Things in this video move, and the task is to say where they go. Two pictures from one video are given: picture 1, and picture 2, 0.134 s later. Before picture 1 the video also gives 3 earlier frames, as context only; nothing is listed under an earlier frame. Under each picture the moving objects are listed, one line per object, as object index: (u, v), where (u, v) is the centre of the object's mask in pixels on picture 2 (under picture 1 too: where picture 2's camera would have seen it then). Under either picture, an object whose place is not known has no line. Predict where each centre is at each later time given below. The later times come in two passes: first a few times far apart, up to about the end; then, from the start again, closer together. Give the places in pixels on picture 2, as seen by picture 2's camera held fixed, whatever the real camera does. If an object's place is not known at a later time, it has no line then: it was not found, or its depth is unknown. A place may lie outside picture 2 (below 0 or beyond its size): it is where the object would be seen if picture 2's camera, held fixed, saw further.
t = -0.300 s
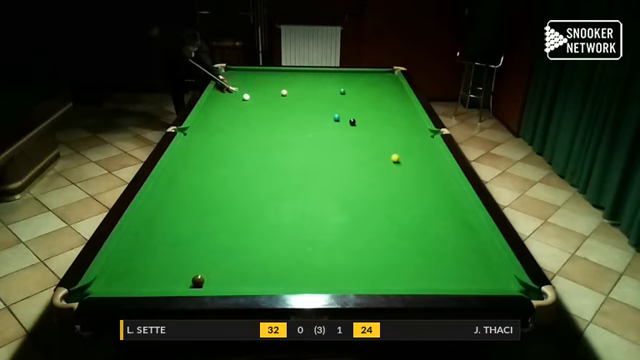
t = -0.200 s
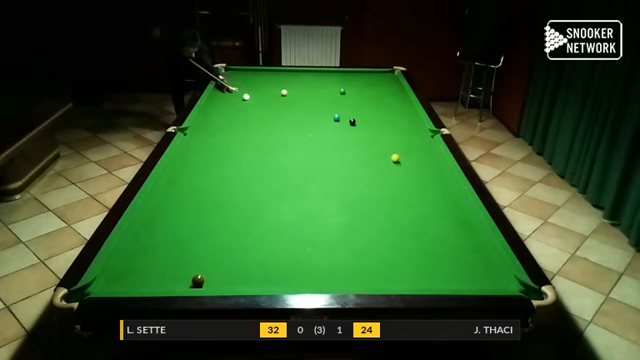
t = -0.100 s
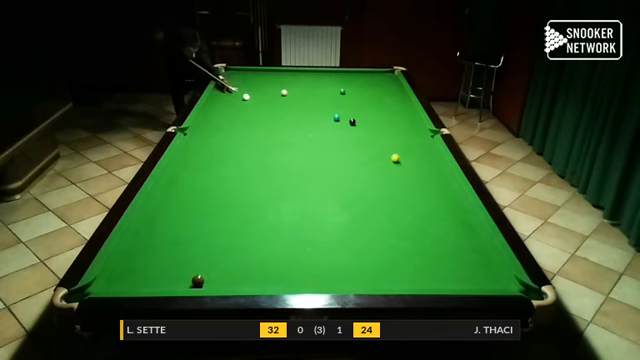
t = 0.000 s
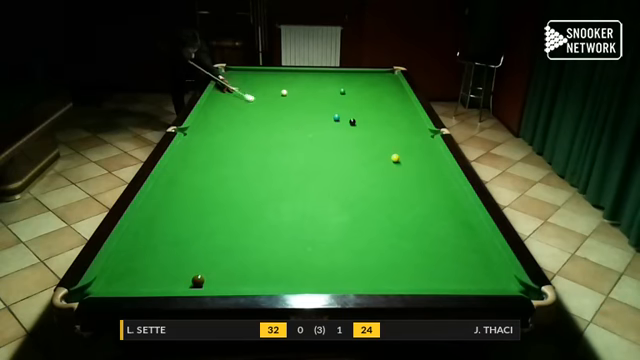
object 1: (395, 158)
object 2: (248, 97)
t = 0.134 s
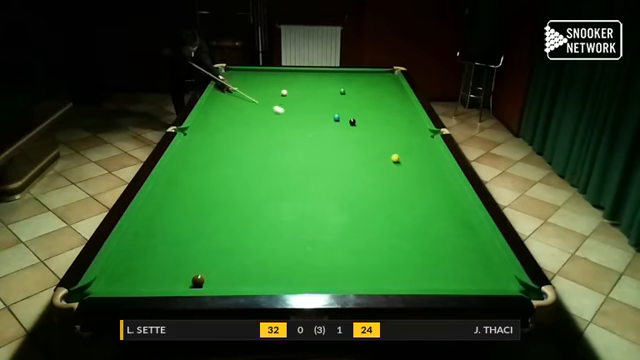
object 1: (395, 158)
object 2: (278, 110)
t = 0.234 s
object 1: (395, 158)
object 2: (300, 119)
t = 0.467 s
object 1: (395, 158)
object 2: (352, 139)
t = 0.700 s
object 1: (398, 163)
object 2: (402, 154)
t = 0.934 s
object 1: (411, 182)
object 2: (439, 157)
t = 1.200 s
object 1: (426, 204)
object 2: (409, 157)
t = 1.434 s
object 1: (441, 226)
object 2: (386, 158)
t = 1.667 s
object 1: (458, 251)
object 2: (364, 158)
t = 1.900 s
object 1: (477, 280)
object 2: (342, 159)
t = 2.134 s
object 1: (475, 266)
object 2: (321, 159)
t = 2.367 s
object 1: (470, 249)
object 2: (301, 159)
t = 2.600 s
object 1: (465, 233)
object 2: (281, 159)
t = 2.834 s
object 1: (462, 220)
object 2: (262, 160)
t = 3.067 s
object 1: (459, 208)
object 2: (244, 160)
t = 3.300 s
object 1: (456, 198)
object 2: (226, 160)
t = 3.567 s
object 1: (453, 188)
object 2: (207, 160)
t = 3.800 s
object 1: (451, 180)
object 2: (191, 160)
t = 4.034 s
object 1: (449, 173)
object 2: (176, 160)
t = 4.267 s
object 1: (445, 167)
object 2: (180, 160)
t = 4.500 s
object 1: (441, 162)
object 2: (189, 161)
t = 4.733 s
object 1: (437, 157)
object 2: (197, 161)
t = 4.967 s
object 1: (434, 153)
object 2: (203, 161)
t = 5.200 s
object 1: (431, 149)
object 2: (209, 161)
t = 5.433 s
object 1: (428, 146)
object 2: (214, 161)
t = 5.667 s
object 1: (425, 143)
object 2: (218, 161)
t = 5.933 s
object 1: (423, 140)
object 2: (222, 161)
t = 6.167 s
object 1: (421, 138)
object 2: (224, 161)
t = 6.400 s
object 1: (419, 136)
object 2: (225, 161)
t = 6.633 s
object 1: (417, 135)
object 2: (225, 162)
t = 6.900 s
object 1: (416, 133)
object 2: (225, 162)
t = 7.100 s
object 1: (415, 132)
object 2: (225, 161)
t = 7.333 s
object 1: (415, 132)
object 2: (225, 161)
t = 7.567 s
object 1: (414, 131)
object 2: (225, 162)
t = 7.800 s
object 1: (414, 131)
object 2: (225, 162)
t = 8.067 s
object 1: (414, 131)
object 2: (225, 162)
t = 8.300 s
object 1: (414, 131)
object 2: (225, 162)
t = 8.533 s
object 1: (414, 131)
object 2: (225, 162)
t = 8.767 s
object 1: (414, 131)
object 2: (225, 162)
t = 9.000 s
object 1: (414, 131)
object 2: (225, 162)
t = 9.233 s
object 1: (414, 131)
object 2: (225, 162)
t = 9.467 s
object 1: (414, 131)
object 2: (225, 162)
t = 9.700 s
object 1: (414, 131)
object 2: (225, 162)
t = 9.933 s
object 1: (414, 131)
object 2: (225, 162)
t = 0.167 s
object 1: (395, 158)
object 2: (285, 113)
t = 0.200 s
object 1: (395, 158)
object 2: (293, 116)
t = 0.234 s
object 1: (395, 158)
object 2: (300, 119)
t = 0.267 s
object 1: (395, 158)
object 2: (308, 121)
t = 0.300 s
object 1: (395, 158)
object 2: (315, 124)
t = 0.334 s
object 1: (395, 158)
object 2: (323, 127)
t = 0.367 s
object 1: (395, 158)
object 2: (330, 130)
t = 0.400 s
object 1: (395, 158)
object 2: (338, 133)
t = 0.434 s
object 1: (395, 158)
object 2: (345, 136)
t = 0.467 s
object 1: (395, 158)
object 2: (352, 139)
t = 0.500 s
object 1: (395, 158)
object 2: (360, 142)
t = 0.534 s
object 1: (395, 158)
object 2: (367, 144)
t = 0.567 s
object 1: (395, 158)
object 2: (374, 147)
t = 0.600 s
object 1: (395, 158)
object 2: (381, 150)
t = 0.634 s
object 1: (396, 159)
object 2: (389, 153)
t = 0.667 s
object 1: (397, 161)
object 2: (395, 154)
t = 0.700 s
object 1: (398, 163)
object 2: (402, 154)
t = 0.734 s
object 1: (400, 166)
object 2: (407, 155)
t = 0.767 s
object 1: (402, 169)
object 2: (413, 155)
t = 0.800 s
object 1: (404, 172)
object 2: (419, 155)
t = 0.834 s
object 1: (406, 175)
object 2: (425, 156)
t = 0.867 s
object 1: (408, 177)
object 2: (432, 156)
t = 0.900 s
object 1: (409, 179)
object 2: (438, 157)
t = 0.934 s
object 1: (411, 182)
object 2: (439, 157)
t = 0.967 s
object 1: (413, 185)
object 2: (434, 157)
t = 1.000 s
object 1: (415, 187)
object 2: (429, 157)
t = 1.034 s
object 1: (416, 190)
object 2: (425, 157)
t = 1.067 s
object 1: (418, 192)
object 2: (422, 157)
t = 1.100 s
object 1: (420, 195)
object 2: (418, 157)
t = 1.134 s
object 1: (422, 198)
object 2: (415, 157)
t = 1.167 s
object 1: (424, 201)
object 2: (412, 157)
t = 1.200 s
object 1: (426, 204)
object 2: (409, 157)
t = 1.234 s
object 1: (428, 207)
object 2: (405, 157)
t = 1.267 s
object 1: (430, 210)
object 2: (402, 157)
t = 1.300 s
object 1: (432, 213)
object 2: (398, 158)
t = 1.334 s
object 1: (434, 216)
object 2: (395, 157)
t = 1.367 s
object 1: (436, 219)
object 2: (392, 157)
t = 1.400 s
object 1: (439, 222)
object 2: (389, 158)
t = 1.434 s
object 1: (441, 226)
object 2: (386, 158)
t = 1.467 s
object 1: (443, 229)
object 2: (382, 158)
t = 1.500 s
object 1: (445, 233)
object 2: (379, 158)
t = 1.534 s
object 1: (448, 236)
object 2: (376, 158)
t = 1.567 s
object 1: (450, 240)
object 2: (373, 158)
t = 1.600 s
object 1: (453, 243)
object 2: (370, 158)
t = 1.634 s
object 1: (455, 247)
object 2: (367, 158)
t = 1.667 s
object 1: (458, 251)
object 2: (364, 158)
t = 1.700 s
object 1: (460, 255)
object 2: (361, 158)
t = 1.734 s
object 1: (463, 259)
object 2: (357, 158)
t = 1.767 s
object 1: (466, 263)
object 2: (354, 158)
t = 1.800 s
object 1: (468, 267)
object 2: (351, 158)
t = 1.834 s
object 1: (471, 271)
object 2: (348, 158)
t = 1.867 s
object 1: (474, 275)
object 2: (345, 159)
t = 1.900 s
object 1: (477, 280)
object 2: (342, 159)
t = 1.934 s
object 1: (480, 283)
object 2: (339, 159)
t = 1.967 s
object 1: (480, 281)
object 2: (336, 159)
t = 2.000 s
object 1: (479, 278)
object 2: (333, 159)
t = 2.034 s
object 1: (478, 275)
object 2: (330, 159)
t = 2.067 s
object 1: (477, 272)
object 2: (327, 159)
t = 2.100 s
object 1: (476, 269)
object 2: (324, 159)
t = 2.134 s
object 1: (475, 266)
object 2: (321, 159)
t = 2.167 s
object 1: (474, 264)
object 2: (319, 159)
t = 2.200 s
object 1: (474, 261)
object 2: (315, 159)
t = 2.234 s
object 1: (473, 258)
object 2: (312, 159)
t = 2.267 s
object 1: (472, 256)
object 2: (310, 159)
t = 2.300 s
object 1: (472, 253)
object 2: (307, 159)
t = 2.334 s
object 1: (471, 251)
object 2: (304, 159)
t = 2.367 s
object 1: (470, 249)
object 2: (301, 159)
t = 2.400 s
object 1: (470, 246)
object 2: (298, 159)
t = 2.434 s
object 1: (469, 244)
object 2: (295, 159)
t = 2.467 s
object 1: (468, 241)
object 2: (292, 159)
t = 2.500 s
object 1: (468, 240)
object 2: (290, 159)
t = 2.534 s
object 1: (467, 237)
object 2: (287, 159)
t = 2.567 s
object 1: (466, 235)
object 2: (284, 160)
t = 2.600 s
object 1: (465, 233)
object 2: (281, 159)
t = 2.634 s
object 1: (465, 231)
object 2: (278, 160)
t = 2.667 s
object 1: (465, 229)
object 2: (276, 160)
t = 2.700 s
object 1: (464, 227)
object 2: (273, 160)
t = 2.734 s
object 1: (464, 225)
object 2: (270, 160)
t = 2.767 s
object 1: (463, 223)
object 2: (268, 160)
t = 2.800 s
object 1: (463, 221)
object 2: (265, 160)
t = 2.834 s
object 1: (462, 220)
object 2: (262, 160)
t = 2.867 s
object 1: (462, 218)
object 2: (260, 160)
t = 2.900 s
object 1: (461, 216)
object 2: (257, 160)
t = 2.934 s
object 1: (461, 214)
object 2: (254, 160)
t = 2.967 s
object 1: (460, 213)
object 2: (252, 160)
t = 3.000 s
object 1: (460, 211)
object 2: (249, 160)
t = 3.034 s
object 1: (459, 209)
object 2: (246, 160)
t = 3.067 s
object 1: (459, 208)
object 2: (244, 160)
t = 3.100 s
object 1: (458, 207)
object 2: (241, 160)
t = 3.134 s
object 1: (458, 205)
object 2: (239, 160)
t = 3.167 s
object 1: (458, 203)
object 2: (236, 160)
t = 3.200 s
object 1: (457, 202)
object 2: (234, 160)
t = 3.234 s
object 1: (457, 201)
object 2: (231, 160)
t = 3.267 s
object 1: (456, 199)
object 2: (229, 160)
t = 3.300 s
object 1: (456, 198)
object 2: (226, 160)
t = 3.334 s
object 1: (456, 196)
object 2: (224, 160)
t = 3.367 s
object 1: (455, 195)
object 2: (221, 160)
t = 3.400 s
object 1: (455, 194)
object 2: (219, 160)
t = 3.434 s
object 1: (454, 193)
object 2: (216, 160)
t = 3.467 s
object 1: (454, 191)
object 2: (214, 160)
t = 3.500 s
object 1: (454, 190)
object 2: (211, 160)
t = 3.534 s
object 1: (454, 189)
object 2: (209, 160)
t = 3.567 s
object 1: (453, 188)
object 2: (207, 160)
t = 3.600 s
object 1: (453, 187)
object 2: (204, 160)
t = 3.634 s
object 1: (453, 185)
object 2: (202, 160)
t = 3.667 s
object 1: (452, 184)
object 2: (200, 160)
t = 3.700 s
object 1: (452, 183)
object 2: (197, 160)
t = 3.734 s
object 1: (452, 182)
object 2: (195, 160)
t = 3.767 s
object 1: (451, 181)
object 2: (193, 160)
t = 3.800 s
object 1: (451, 180)
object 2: (191, 160)
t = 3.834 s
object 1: (451, 179)
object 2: (189, 160)
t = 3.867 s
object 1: (450, 178)
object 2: (186, 160)
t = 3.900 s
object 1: (450, 177)
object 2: (184, 160)
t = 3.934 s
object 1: (450, 176)
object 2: (182, 160)
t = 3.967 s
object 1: (450, 175)
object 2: (180, 160)
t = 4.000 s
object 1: (449, 174)
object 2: (178, 160)
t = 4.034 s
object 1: (449, 173)
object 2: (176, 160)
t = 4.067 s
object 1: (449, 172)
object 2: (174, 160)
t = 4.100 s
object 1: (449, 171)
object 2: (173, 160)
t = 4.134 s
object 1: (448, 170)
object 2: (174, 161)
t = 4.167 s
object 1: (447, 169)
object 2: (175, 161)
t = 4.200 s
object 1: (446, 168)
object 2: (177, 161)
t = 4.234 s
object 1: (446, 168)
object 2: (178, 160)
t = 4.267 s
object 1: (445, 167)
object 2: (180, 160)
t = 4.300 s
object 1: (445, 166)
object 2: (181, 161)
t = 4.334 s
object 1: (444, 165)
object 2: (182, 160)
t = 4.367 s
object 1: (443, 165)
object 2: (184, 160)
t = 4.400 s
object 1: (443, 164)
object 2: (185, 161)
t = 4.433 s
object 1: (442, 163)
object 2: (186, 161)
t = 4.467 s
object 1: (442, 163)
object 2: (187, 161)
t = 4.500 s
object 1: (441, 162)
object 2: (189, 161)
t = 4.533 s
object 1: (441, 161)
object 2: (190, 160)
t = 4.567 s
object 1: (440, 160)
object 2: (191, 161)
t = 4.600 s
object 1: (440, 160)
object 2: (192, 161)
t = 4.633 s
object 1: (439, 159)
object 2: (193, 161)
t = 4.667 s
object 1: (438, 158)
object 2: (194, 161)
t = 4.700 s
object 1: (438, 157)
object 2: (195, 161)
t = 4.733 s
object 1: (437, 157)
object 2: (197, 161)
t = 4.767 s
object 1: (437, 156)
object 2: (197, 161)
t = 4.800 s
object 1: (436, 156)
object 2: (199, 161)
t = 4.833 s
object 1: (436, 155)
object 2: (199, 161)
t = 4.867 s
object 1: (435, 154)
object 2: (201, 161)
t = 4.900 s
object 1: (435, 154)
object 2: (202, 161)
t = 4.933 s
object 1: (434, 153)
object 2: (202, 161)
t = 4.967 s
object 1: (434, 153)
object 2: (203, 161)
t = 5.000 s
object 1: (434, 152)
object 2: (204, 161)
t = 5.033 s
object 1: (433, 152)
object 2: (205, 161)
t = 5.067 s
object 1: (433, 151)
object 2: (206, 161)
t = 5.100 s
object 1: (432, 151)
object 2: (207, 161)
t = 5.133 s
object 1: (432, 150)
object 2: (208, 161)
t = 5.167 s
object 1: (431, 150)
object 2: (209, 161)
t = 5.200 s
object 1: (431, 149)
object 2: (209, 161)
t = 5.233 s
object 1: (430, 148)
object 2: (210, 161)
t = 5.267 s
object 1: (430, 148)
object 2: (211, 161)
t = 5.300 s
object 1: (429, 148)
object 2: (211, 161)
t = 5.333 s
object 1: (429, 147)
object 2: (212, 161)
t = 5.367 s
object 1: (429, 147)
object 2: (213, 161)
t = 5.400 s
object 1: (429, 146)
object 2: (213, 161)
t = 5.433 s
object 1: (428, 146)
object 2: (214, 161)
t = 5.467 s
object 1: (428, 145)
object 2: (215, 161)
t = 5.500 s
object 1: (428, 145)
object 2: (215, 161)
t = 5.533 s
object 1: (427, 145)
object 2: (216, 161)
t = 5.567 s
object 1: (427, 144)
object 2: (216, 161)
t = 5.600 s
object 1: (426, 144)
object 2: (217, 161)
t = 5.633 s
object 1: (426, 143)
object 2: (218, 161)
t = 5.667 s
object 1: (425, 143)
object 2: (218, 161)
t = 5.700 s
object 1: (425, 143)
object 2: (219, 161)
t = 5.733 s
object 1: (425, 142)
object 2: (219, 161)
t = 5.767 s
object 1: (425, 142)
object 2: (220, 161)
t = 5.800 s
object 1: (424, 141)
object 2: (220, 161)
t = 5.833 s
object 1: (424, 141)
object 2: (220, 161)
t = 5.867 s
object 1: (423, 141)
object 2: (221, 161)
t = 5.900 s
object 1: (423, 141)
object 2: (221, 161)
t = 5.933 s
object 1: (423, 140)
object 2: (222, 161)
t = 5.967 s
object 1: (423, 140)
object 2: (222, 161)
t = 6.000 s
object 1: (422, 139)
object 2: (222, 161)
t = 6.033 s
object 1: (422, 139)
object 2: (223, 161)
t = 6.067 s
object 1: (422, 139)
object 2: (223, 161)
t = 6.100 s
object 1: (422, 139)
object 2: (223, 161)
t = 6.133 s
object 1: (421, 138)
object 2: (223, 161)
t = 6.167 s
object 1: (421, 138)
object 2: (224, 161)
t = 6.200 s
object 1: (421, 138)
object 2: (224, 161)
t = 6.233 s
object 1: (420, 137)
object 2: (224, 161)
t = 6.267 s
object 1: (420, 137)
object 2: (224, 161)
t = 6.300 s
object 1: (420, 137)
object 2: (224, 161)
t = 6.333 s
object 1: (419, 137)
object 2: (224, 161)
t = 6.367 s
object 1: (419, 136)
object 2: (224, 161)
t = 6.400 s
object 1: (419, 136)
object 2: (225, 161)
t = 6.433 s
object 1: (419, 136)
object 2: (225, 161)
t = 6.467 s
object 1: (419, 136)
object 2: (225, 162)
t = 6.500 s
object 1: (418, 135)
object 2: (225, 162)
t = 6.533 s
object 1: (418, 135)
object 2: (225, 162)
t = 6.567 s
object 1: (418, 135)
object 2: (225, 162)
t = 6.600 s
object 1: (418, 135)
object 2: (225, 162)
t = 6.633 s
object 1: (417, 135)
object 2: (225, 162)
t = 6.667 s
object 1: (417, 134)
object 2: (225, 162)
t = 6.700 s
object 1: (417, 134)
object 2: (225, 162)
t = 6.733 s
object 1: (417, 134)
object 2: (225, 161)
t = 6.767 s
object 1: (417, 134)
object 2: (225, 161)
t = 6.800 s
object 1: (417, 134)
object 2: (225, 162)
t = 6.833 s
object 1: (416, 134)
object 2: (225, 161)
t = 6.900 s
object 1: (416, 133)
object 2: (225, 162)
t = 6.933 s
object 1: (416, 133)
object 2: (225, 162)
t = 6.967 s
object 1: (416, 133)
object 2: (225, 162)
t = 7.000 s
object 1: (416, 133)
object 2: (225, 161)
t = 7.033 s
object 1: (415, 133)
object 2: (225, 161)
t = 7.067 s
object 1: (415, 132)
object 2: (225, 162)
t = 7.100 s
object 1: (415, 132)
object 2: (225, 161)
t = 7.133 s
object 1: (415, 132)
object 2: (225, 161)
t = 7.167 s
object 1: (415, 132)
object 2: (225, 161)
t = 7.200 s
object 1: (415, 132)
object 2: (225, 161)
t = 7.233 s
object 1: (415, 132)
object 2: (225, 162)
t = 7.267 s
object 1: (415, 132)
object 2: (225, 162)
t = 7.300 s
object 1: (415, 132)
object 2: (225, 162)
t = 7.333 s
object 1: (415, 132)
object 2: (225, 161)
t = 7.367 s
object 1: (414, 131)
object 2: (225, 162)
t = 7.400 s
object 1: (414, 131)
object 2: (225, 162)
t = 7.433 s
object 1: (414, 131)
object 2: (225, 162)
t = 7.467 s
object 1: (414, 131)
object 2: (225, 162)
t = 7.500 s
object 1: (414, 131)
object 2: (225, 162)
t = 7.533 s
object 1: (414, 131)
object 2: (225, 162)
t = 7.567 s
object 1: (414, 131)
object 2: (225, 162)
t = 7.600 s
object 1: (414, 131)
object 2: (225, 162)
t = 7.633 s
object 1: (414, 131)
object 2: (225, 162)
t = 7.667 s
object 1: (414, 131)
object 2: (225, 162)
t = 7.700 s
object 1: (414, 131)
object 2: (225, 162)
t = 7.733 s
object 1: (414, 131)
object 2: (225, 162)
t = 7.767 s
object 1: (414, 131)
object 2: (225, 162)
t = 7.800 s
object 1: (414, 131)
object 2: (225, 162)
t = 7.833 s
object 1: (414, 131)
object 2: (225, 162)
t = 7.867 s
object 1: (414, 131)
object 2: (225, 162)
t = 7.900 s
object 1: (414, 131)
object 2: (225, 162)
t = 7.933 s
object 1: (414, 131)
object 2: (225, 162)
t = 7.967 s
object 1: (414, 131)
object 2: (225, 162)
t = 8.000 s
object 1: (414, 131)
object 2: (225, 162)
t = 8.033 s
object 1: (414, 131)
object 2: (225, 162)
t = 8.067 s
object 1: (414, 131)
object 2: (225, 162)
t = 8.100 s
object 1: (414, 131)
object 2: (225, 162)
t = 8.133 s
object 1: (414, 131)
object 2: (225, 162)
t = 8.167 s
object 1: (414, 131)
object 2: (225, 162)
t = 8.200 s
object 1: (414, 131)
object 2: (225, 162)
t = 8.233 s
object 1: (414, 131)
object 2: (225, 162)
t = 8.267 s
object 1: (414, 131)
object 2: (225, 162)
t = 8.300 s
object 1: (414, 131)
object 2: (225, 162)
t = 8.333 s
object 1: (414, 131)
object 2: (225, 162)
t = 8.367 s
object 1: (414, 131)
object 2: (225, 162)
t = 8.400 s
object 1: (414, 131)
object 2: (225, 162)
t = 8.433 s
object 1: (414, 131)
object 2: (225, 162)
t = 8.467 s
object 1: (414, 131)
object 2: (225, 162)
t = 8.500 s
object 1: (414, 131)
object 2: (225, 162)
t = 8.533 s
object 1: (414, 131)
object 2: (225, 162)
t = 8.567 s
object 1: (414, 131)
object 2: (225, 162)
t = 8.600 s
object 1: (414, 131)
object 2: (225, 162)
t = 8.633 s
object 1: (414, 131)
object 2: (225, 162)
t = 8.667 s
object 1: (414, 131)
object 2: (225, 162)
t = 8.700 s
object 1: (414, 131)
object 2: (225, 162)
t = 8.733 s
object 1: (414, 131)
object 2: (225, 162)
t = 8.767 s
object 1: (414, 131)
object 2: (225, 162)
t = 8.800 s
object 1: (414, 131)
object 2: (225, 162)
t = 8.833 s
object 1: (414, 131)
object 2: (225, 162)
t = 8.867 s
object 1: (414, 131)
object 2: (225, 162)
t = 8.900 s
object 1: (414, 131)
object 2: (225, 162)
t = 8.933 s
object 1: (414, 131)
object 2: (225, 162)
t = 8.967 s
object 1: (414, 131)
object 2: (225, 162)
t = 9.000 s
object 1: (414, 131)
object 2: (225, 162)
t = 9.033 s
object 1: (414, 131)
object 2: (225, 162)
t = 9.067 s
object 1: (414, 131)
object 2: (225, 162)
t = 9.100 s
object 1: (414, 131)
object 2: (225, 162)
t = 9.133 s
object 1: (414, 131)
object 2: (225, 162)
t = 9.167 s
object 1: (414, 131)
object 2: (225, 162)
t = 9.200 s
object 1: (414, 131)
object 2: (225, 162)
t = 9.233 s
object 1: (414, 131)
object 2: (225, 162)
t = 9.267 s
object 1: (414, 131)
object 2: (225, 162)
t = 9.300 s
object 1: (414, 131)
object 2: (225, 162)
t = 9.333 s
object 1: (414, 131)
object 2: (225, 162)
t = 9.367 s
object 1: (414, 131)
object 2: (225, 162)
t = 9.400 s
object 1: (414, 131)
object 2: (225, 162)
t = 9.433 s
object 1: (414, 131)
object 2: (225, 162)
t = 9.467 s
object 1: (414, 131)
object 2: (225, 162)
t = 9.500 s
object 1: (414, 131)
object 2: (225, 162)
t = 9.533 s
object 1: (414, 131)
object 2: (225, 162)
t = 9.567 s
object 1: (414, 131)
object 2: (225, 162)
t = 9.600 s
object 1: (414, 131)
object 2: (225, 162)
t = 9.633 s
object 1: (414, 131)
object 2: (225, 162)
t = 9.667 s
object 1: (414, 131)
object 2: (225, 162)
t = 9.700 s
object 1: (414, 131)
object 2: (225, 162)
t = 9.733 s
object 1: (414, 131)
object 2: (225, 162)
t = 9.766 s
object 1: (414, 131)
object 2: (225, 162)
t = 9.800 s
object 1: (414, 131)
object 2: (225, 162)
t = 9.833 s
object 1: (414, 131)
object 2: (225, 162)
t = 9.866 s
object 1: (414, 131)
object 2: (225, 162)
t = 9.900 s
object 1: (414, 131)
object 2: (225, 162)
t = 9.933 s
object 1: (414, 131)
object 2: (225, 162)
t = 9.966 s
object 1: (414, 131)
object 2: (225, 162)
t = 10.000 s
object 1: (414, 131)
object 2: (225, 162)
